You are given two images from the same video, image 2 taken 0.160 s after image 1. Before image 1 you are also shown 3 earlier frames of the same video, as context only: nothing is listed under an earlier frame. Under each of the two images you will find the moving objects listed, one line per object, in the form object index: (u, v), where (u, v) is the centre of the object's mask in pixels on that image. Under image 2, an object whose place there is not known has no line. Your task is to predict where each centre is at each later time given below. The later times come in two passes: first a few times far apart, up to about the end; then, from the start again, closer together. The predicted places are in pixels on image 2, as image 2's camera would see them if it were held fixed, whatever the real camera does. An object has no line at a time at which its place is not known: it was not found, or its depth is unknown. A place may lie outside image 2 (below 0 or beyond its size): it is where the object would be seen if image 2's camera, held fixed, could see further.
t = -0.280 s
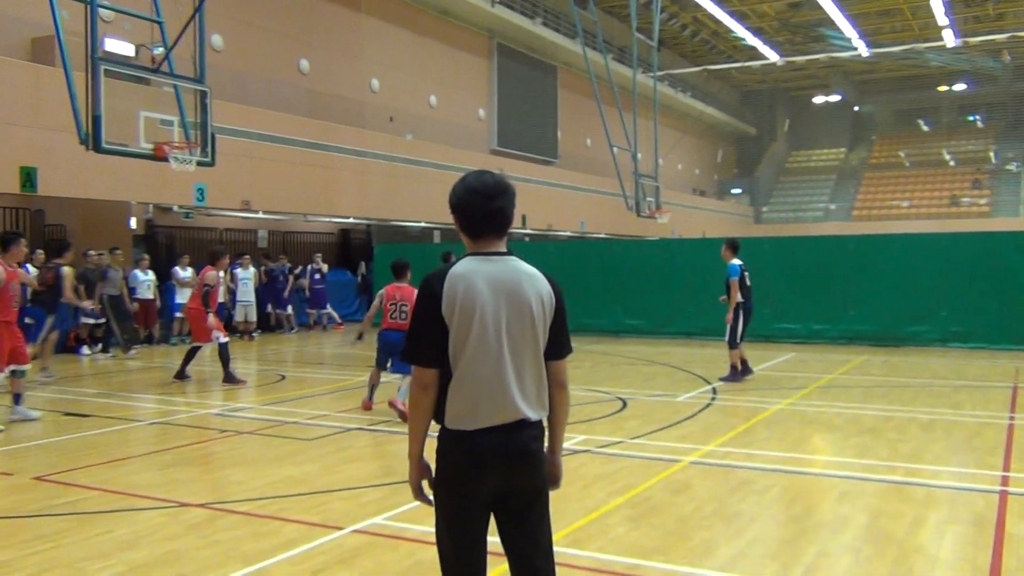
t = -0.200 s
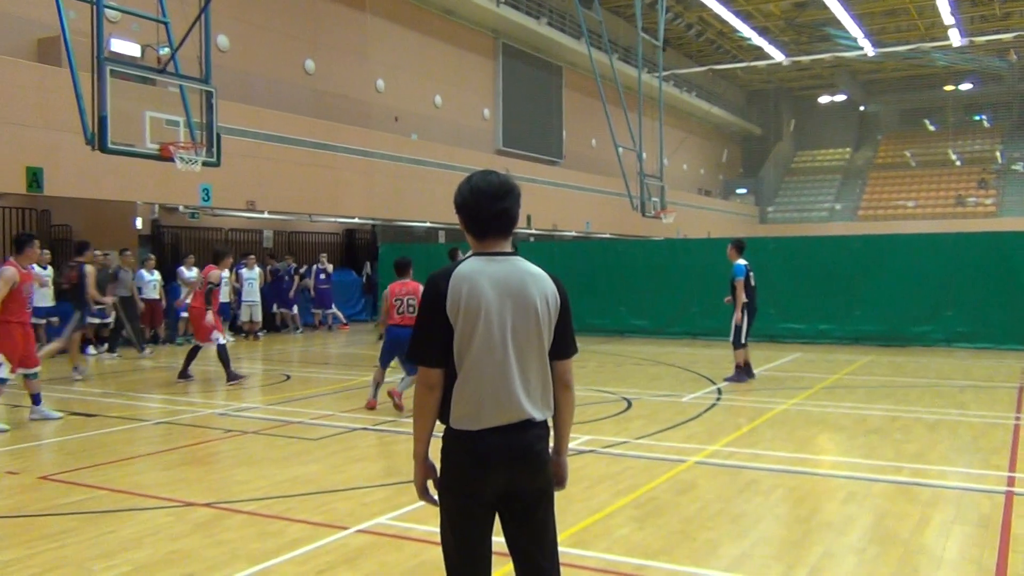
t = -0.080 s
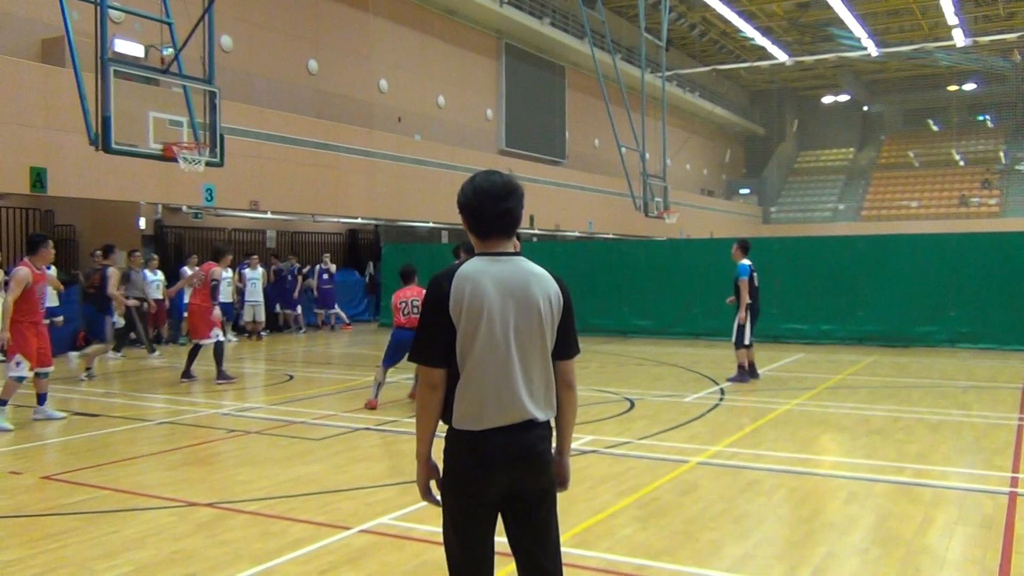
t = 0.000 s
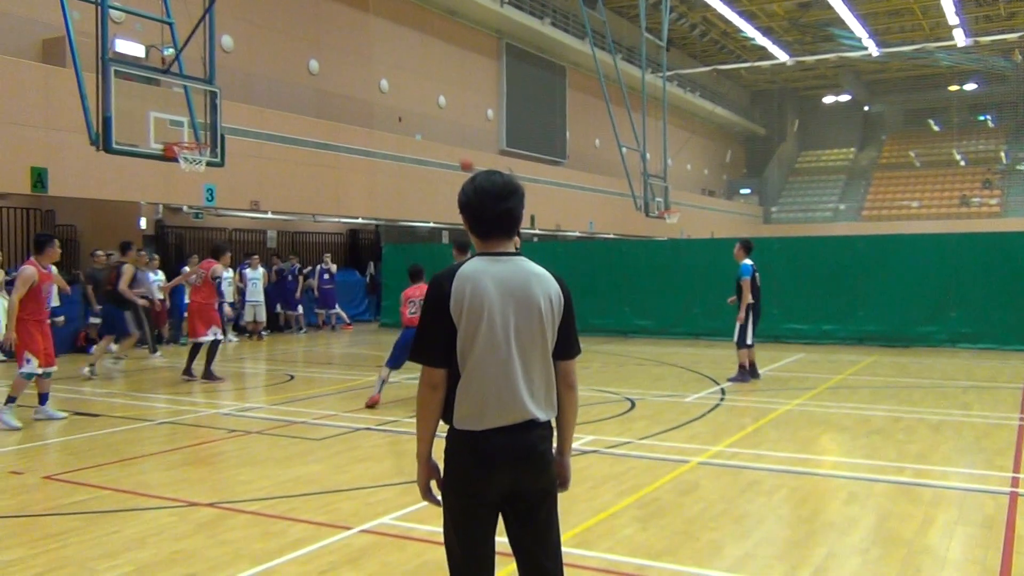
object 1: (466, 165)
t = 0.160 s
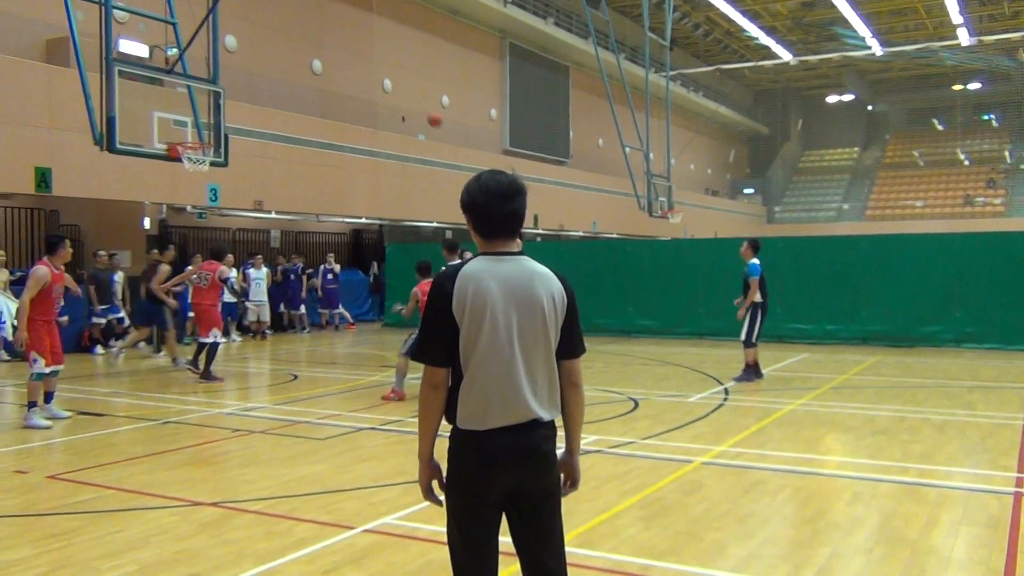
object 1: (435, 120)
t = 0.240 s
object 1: (416, 103)
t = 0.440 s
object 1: (366, 74)
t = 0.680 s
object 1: (301, 73)
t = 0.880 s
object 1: (243, 102)
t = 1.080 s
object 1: (185, 159)
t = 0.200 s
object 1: (425, 111)
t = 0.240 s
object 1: (416, 103)
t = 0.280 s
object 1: (407, 96)
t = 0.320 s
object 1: (397, 88)
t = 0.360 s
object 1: (387, 83)
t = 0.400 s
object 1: (377, 78)
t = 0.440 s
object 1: (366, 74)
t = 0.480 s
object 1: (356, 71)
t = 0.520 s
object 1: (345, 69)
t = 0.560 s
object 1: (335, 68)
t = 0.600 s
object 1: (324, 69)
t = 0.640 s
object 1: (313, 70)
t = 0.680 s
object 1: (301, 73)
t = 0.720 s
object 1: (291, 76)
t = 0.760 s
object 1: (278, 81)
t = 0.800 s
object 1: (267, 87)
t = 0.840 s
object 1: (255, 94)
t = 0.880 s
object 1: (243, 102)
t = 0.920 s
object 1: (231, 112)
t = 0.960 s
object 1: (217, 125)
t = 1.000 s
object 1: (205, 136)
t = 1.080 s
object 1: (185, 159)
